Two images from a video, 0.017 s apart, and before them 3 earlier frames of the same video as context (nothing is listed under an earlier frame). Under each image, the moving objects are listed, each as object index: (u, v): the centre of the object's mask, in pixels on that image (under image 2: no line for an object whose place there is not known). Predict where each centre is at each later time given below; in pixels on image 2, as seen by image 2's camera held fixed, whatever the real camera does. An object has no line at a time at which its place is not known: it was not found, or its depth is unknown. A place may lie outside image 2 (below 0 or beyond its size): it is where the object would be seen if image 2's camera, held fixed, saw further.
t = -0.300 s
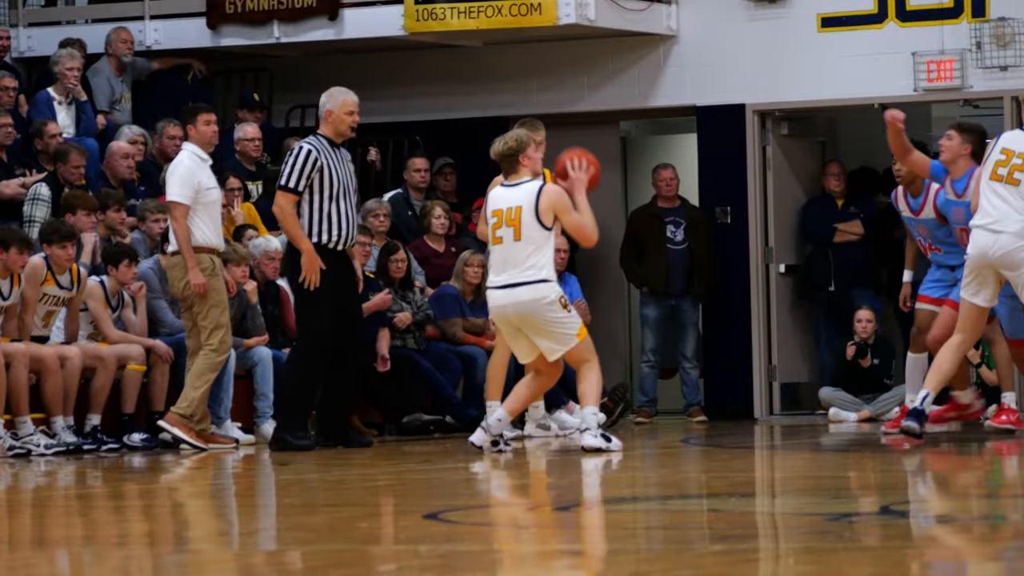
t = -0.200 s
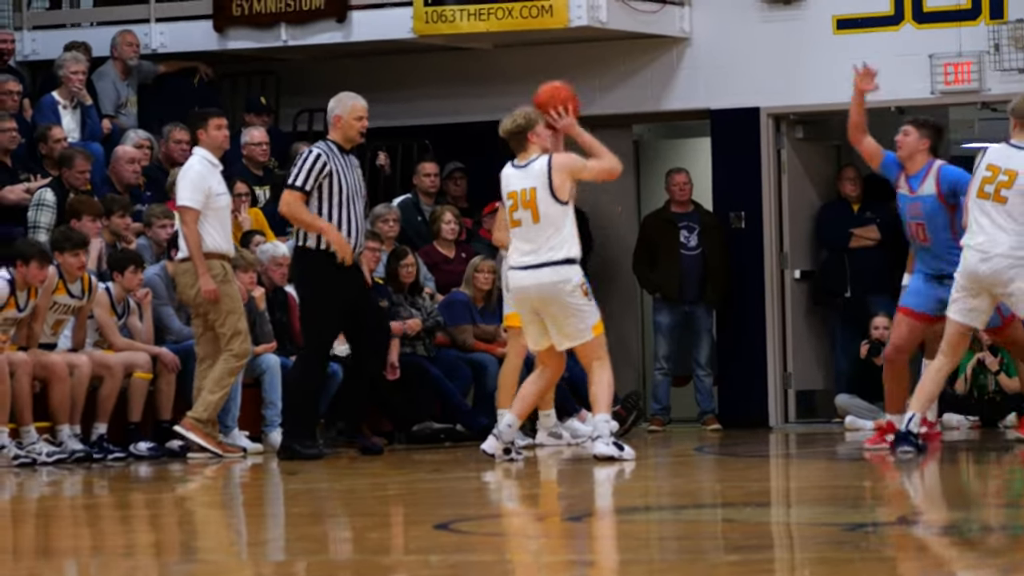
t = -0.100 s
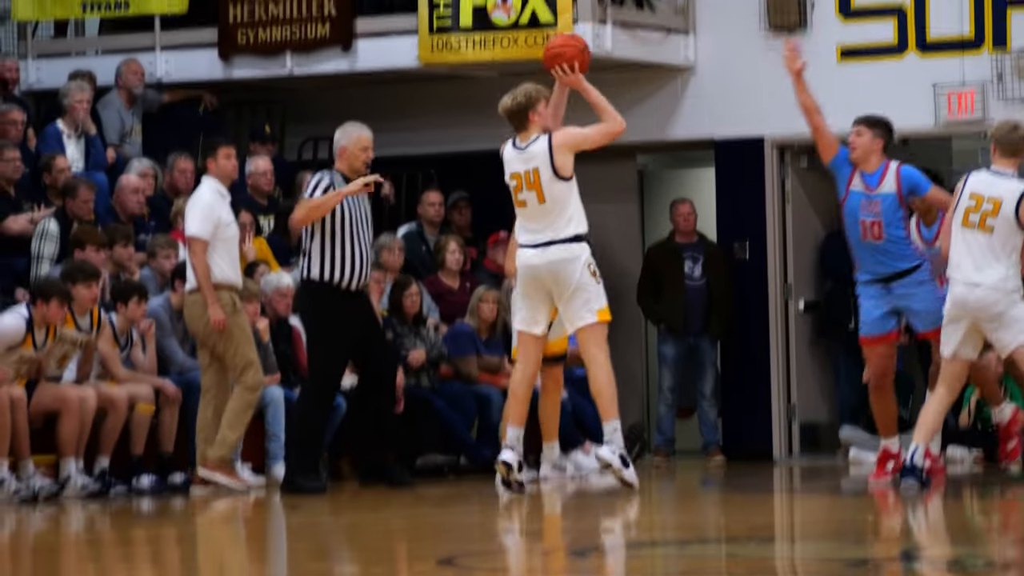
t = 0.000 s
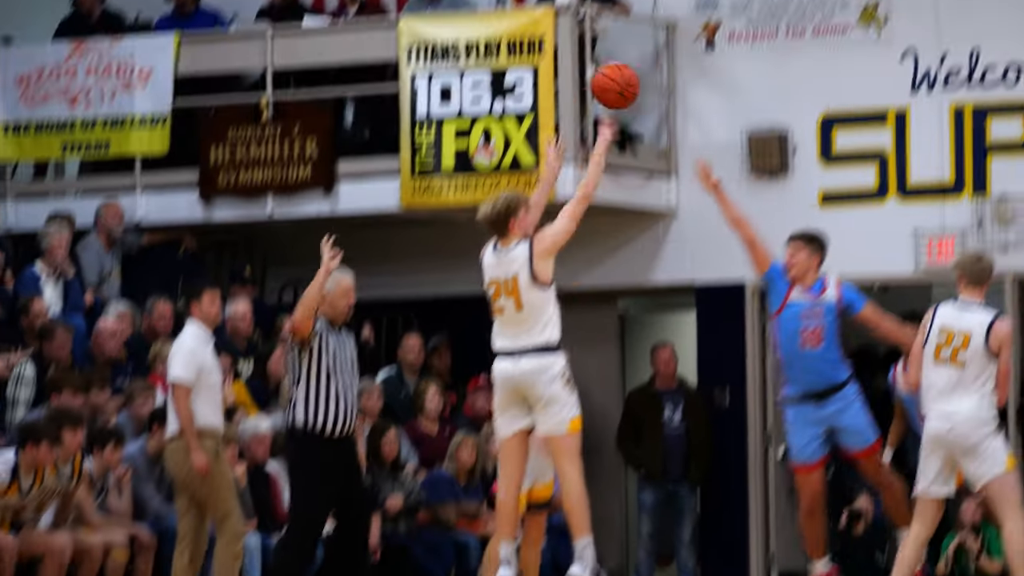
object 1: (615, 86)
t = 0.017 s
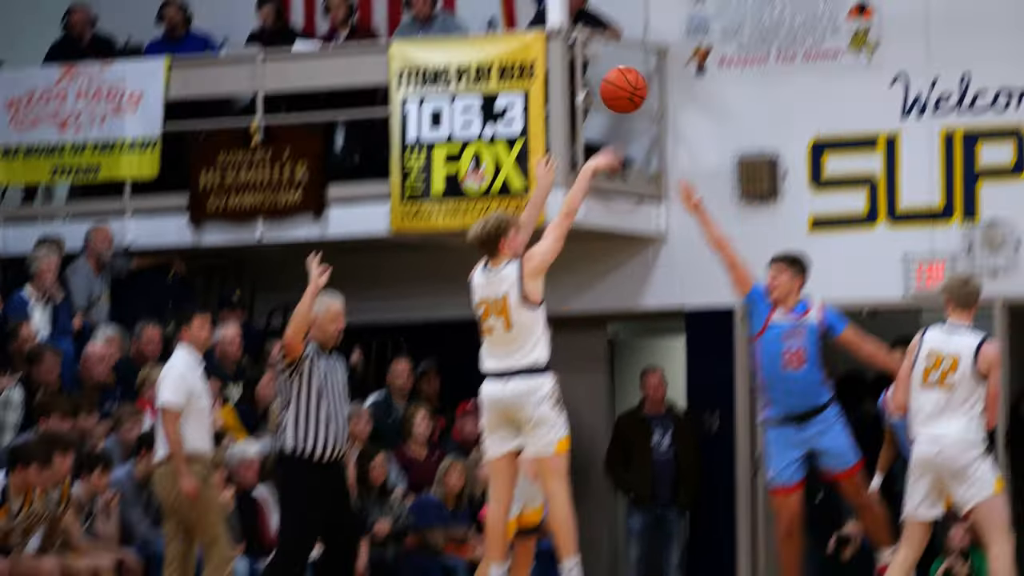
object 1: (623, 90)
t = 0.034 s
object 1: (642, 68)
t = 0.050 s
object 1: (660, 48)
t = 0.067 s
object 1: (678, 29)
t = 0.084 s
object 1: (695, 10)
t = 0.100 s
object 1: (712, -8)
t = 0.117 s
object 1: (729, -25)
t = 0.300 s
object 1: (924, -185)
